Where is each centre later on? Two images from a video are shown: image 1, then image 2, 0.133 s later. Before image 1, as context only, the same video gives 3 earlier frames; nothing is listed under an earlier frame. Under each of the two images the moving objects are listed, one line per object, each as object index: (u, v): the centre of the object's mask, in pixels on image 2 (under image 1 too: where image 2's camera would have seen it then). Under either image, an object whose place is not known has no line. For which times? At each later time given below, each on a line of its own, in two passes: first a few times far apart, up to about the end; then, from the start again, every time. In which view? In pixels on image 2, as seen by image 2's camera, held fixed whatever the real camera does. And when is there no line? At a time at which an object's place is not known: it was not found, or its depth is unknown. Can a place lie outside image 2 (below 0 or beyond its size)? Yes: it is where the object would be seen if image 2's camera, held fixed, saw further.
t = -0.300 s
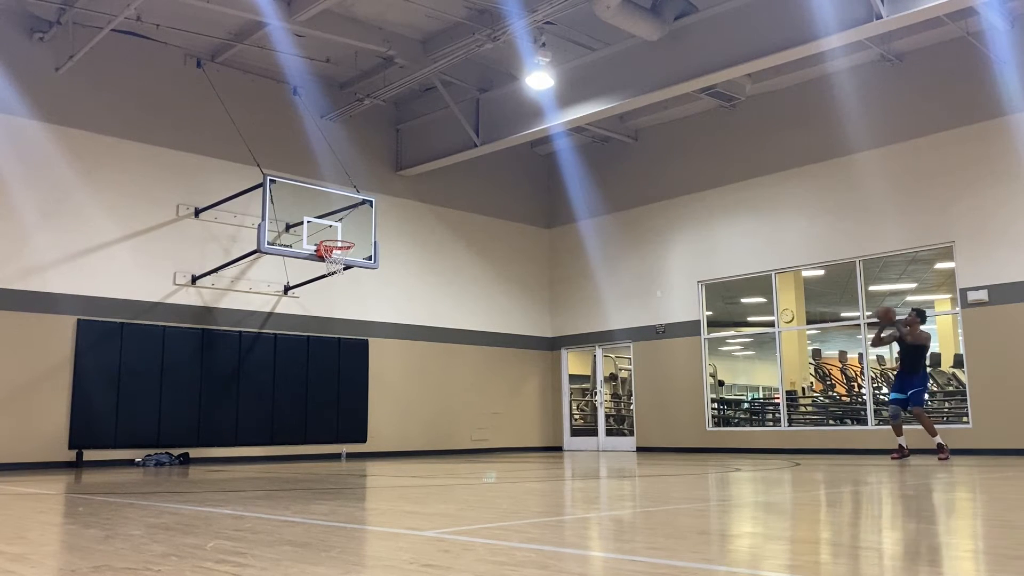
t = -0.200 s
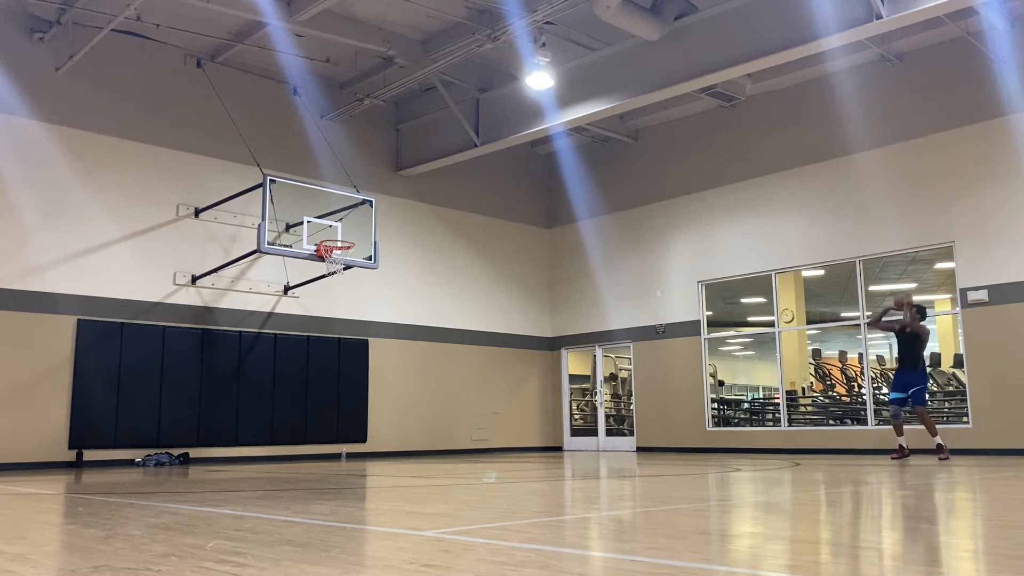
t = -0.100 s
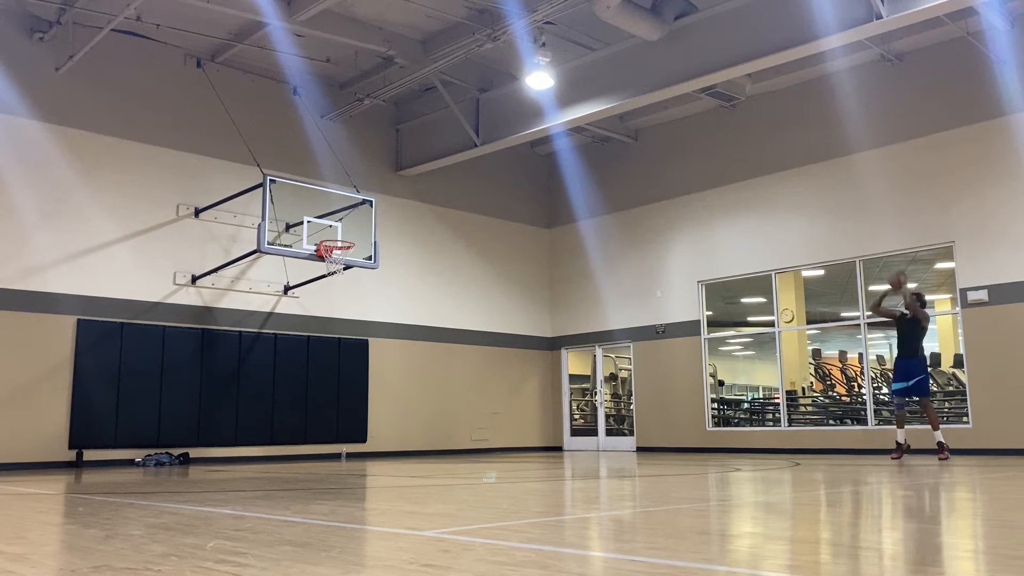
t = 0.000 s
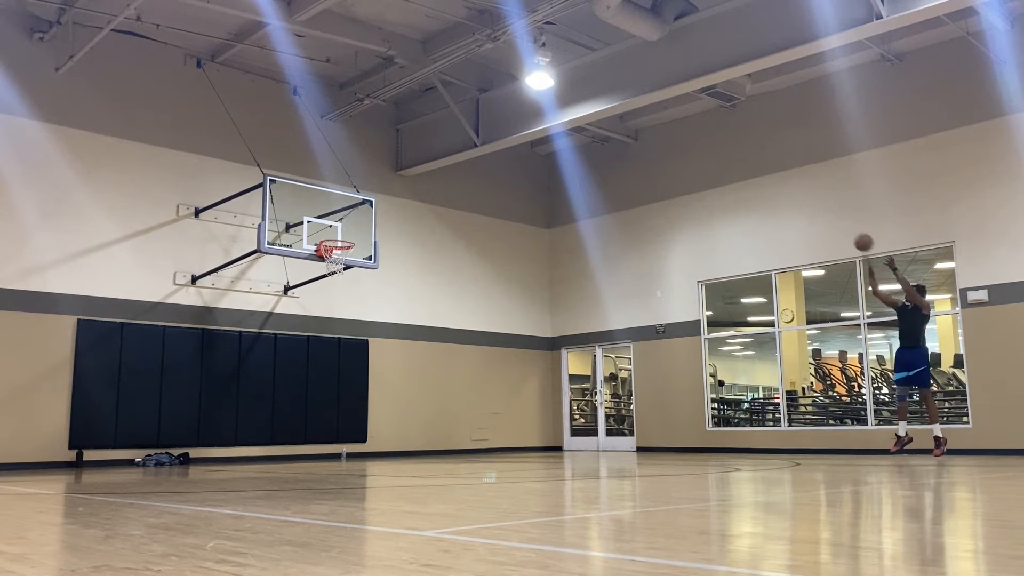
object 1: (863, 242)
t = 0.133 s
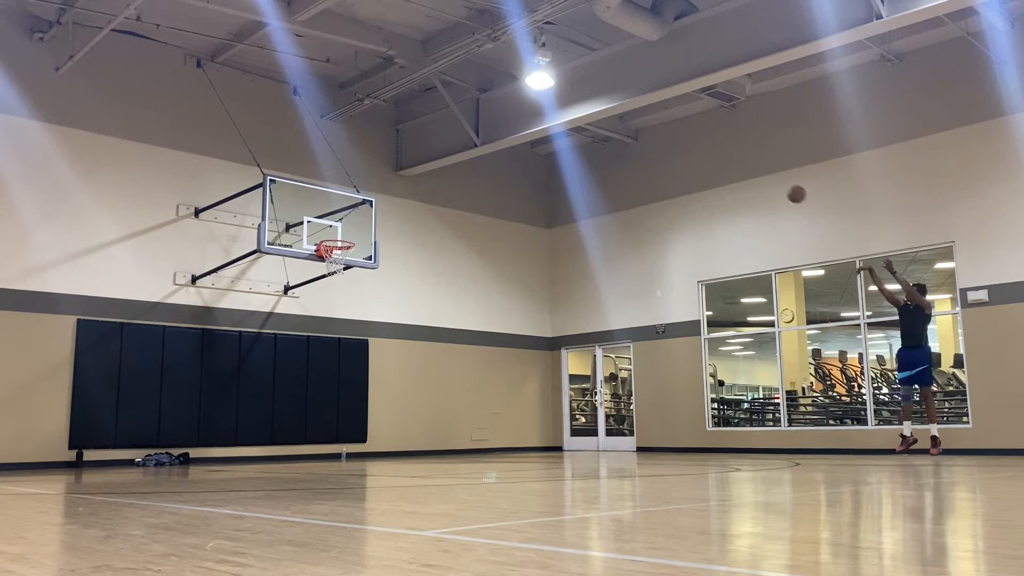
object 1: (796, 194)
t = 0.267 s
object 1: (732, 160)
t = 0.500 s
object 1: (629, 129)
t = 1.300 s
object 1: (338, 248)
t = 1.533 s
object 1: (355, 256)
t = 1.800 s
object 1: (356, 288)
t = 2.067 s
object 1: (358, 370)
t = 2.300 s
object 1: (357, 434)
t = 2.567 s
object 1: (348, 355)
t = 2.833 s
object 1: (337, 329)
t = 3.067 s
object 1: (327, 346)
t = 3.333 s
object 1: (315, 413)
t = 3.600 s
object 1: (306, 412)
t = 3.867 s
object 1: (298, 376)
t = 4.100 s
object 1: (290, 386)
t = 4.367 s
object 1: (280, 447)
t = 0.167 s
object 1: (780, 185)
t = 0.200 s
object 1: (764, 176)
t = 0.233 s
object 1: (748, 167)
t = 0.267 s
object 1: (732, 160)
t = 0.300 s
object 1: (717, 153)
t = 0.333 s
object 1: (702, 147)
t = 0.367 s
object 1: (687, 142)
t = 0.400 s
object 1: (672, 137)
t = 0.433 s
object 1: (657, 134)
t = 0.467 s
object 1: (642, 131)
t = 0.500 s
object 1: (629, 129)
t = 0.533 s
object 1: (614, 127)
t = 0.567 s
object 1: (600, 127)
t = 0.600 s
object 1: (586, 127)
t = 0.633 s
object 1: (573, 127)
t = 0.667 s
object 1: (559, 129)
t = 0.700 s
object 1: (545, 131)
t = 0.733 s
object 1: (531, 133)
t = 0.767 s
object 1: (518, 136)
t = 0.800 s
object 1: (505, 141)
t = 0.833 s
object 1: (491, 145)
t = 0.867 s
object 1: (478, 151)
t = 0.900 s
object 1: (465, 156)
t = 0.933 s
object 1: (451, 163)
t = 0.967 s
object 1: (438, 170)
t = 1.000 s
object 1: (425, 179)
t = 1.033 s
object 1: (411, 187)
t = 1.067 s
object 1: (398, 197)
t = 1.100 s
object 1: (384, 207)
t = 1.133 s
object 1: (371, 218)
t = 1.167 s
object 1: (358, 229)
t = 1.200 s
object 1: (345, 237)
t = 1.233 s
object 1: (333, 241)
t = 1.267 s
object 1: (331, 245)
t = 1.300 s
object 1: (338, 248)
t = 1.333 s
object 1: (345, 257)
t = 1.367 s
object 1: (349, 258)
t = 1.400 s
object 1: (352, 257)
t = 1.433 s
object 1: (354, 259)
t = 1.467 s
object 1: (353, 255)
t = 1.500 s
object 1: (353, 255)
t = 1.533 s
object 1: (355, 256)
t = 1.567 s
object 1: (355, 258)
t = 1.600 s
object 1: (355, 260)
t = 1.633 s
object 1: (355, 263)
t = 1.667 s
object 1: (355, 266)
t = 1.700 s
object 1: (355, 271)
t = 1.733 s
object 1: (356, 276)
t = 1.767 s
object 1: (356, 281)
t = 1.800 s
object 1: (356, 288)
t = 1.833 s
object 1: (356, 296)
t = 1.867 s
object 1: (356, 304)
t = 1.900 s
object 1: (357, 313)
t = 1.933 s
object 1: (357, 323)
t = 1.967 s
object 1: (358, 334)
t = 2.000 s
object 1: (358, 345)
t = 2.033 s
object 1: (358, 357)
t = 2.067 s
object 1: (358, 370)
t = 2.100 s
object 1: (358, 384)
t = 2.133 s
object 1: (359, 399)
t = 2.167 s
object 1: (359, 415)
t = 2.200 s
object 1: (358, 432)
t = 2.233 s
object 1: (359, 448)
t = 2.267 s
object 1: (358, 448)
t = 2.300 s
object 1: (357, 434)
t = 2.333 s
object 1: (356, 421)
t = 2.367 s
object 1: (355, 409)
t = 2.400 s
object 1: (354, 398)
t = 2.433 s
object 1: (353, 387)
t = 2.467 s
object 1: (351, 378)
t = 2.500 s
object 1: (350, 370)
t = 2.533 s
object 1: (349, 362)
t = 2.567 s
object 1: (348, 355)
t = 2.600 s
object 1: (346, 349)
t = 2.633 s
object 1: (345, 344)
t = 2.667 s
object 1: (344, 339)
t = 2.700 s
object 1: (343, 335)
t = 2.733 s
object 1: (342, 333)
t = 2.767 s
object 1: (340, 331)
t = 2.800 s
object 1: (339, 329)
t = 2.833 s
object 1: (337, 329)
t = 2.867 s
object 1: (336, 329)
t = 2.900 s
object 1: (335, 329)
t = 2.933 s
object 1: (333, 331)
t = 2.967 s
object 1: (332, 334)
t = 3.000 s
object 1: (331, 337)
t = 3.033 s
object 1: (329, 341)
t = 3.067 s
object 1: (327, 346)
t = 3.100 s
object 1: (326, 351)
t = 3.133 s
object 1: (324, 358)
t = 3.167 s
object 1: (323, 365)
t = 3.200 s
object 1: (321, 373)
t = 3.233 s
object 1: (320, 382)
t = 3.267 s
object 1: (318, 391)
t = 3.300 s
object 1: (316, 402)
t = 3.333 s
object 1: (315, 413)
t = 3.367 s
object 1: (313, 425)
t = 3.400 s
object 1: (312, 437)
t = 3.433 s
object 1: (310, 452)
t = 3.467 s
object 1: (309, 450)
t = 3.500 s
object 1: (308, 438)
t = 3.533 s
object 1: (307, 429)
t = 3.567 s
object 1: (307, 420)
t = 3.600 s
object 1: (306, 412)
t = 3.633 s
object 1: (305, 404)
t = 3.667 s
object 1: (304, 398)
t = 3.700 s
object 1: (303, 392)
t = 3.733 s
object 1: (302, 387)
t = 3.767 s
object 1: (301, 383)
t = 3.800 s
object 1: (300, 380)
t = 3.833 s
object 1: (299, 377)
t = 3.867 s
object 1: (298, 376)
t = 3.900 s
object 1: (297, 375)
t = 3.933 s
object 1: (296, 374)
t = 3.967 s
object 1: (295, 375)
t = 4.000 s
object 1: (294, 377)
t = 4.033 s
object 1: (293, 379)
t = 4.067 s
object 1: (291, 382)
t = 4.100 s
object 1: (290, 386)
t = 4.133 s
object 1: (289, 391)
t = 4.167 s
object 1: (288, 396)
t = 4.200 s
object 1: (286, 403)
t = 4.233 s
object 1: (285, 410)
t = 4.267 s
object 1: (284, 418)
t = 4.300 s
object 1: (282, 427)
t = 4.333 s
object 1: (281, 436)
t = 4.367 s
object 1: (280, 447)
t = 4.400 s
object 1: (278, 456)
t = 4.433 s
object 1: (278, 447)
